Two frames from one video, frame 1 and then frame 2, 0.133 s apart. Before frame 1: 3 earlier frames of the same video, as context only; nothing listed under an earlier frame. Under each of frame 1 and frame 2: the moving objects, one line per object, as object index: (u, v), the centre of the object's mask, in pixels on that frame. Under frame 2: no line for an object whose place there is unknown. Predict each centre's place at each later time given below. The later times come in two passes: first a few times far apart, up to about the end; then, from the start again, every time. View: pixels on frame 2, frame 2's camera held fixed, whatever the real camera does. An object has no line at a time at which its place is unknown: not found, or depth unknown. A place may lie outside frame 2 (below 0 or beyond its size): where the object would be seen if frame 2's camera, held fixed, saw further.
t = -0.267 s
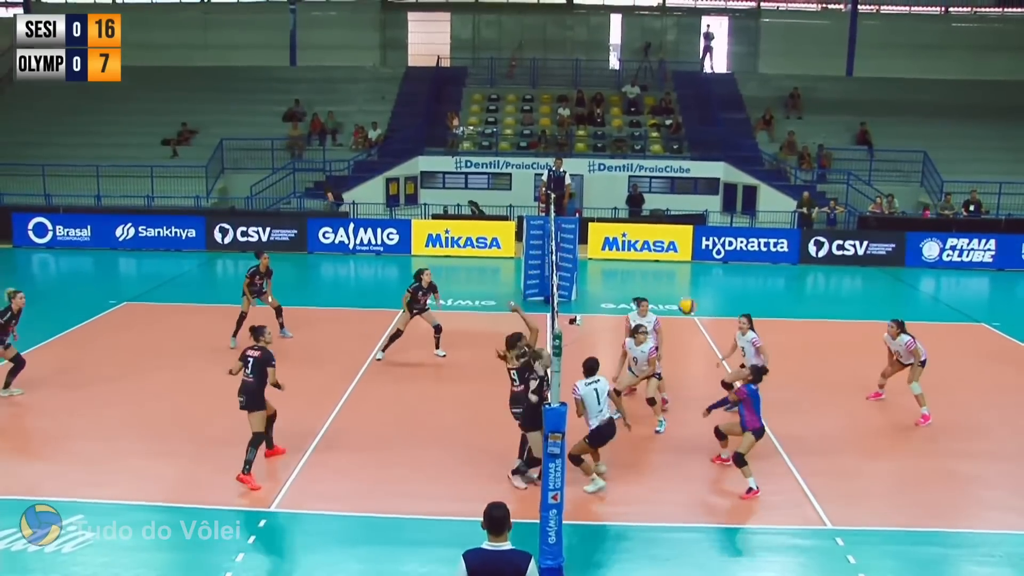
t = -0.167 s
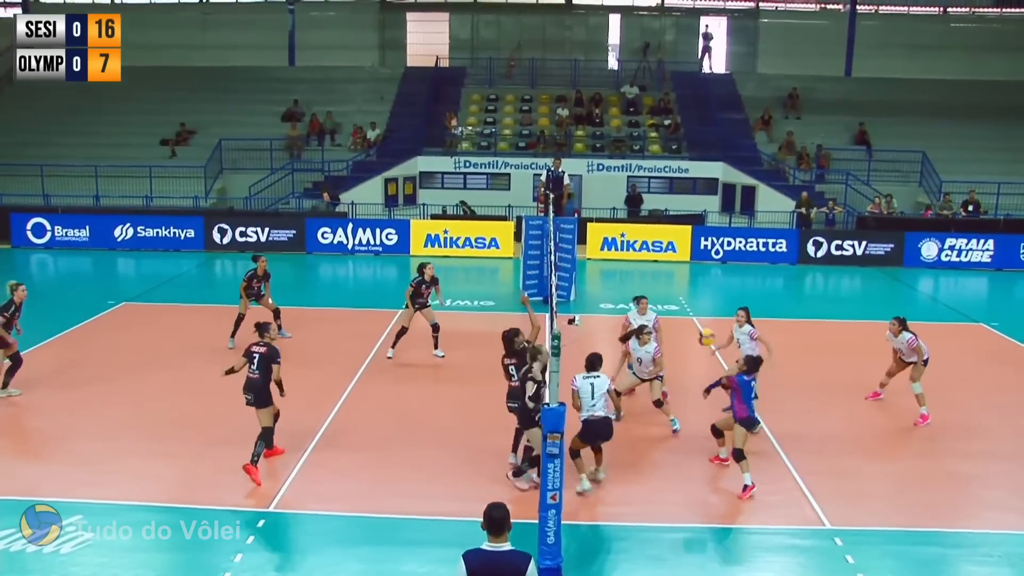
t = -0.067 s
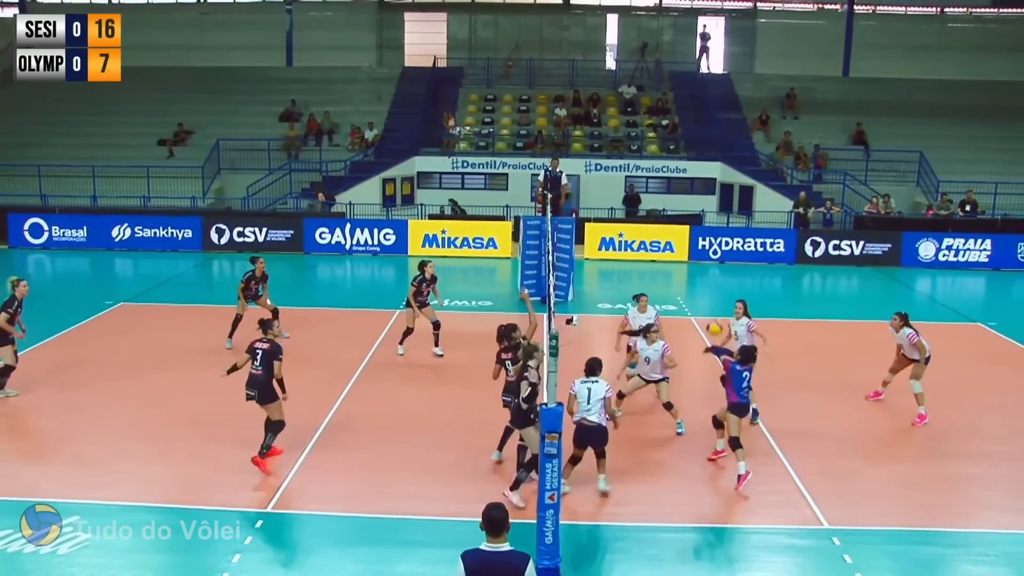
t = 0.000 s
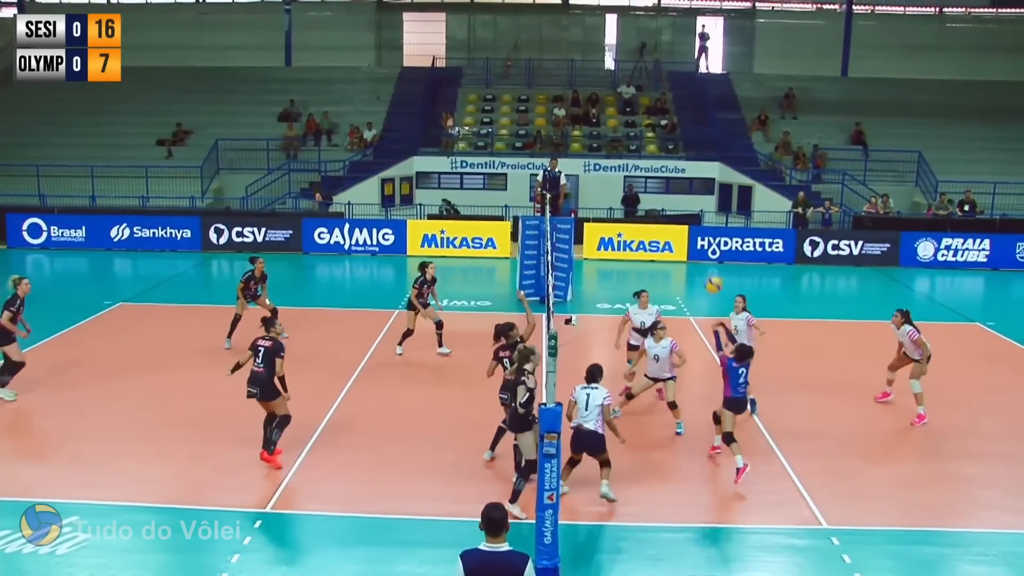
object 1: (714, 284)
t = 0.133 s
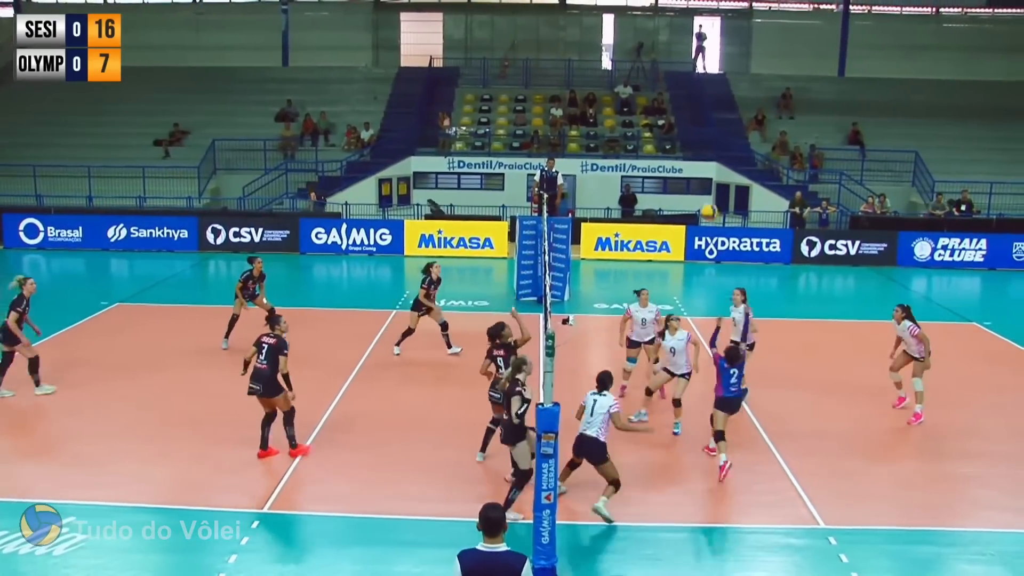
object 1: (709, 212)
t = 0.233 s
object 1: (708, 168)
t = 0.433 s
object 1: (703, 107)
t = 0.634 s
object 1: (697, 79)
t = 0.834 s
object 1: (691, 83)
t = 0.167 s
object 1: (709, 196)
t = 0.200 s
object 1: (708, 182)
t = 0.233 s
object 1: (708, 168)
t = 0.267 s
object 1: (706, 155)
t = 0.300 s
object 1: (706, 144)
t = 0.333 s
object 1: (705, 133)
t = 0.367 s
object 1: (704, 124)
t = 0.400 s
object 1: (704, 115)
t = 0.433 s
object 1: (703, 107)
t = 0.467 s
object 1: (702, 100)
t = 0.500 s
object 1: (701, 94)
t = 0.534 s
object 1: (700, 89)
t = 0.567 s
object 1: (699, 84)
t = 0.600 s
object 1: (698, 81)
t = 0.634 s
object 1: (697, 79)
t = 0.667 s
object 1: (696, 77)
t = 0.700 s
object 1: (695, 77)
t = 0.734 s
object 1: (694, 77)
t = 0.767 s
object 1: (693, 78)
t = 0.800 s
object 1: (692, 80)
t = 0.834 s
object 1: (691, 83)
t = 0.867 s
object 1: (690, 86)
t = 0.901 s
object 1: (688, 91)
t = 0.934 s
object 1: (687, 96)
